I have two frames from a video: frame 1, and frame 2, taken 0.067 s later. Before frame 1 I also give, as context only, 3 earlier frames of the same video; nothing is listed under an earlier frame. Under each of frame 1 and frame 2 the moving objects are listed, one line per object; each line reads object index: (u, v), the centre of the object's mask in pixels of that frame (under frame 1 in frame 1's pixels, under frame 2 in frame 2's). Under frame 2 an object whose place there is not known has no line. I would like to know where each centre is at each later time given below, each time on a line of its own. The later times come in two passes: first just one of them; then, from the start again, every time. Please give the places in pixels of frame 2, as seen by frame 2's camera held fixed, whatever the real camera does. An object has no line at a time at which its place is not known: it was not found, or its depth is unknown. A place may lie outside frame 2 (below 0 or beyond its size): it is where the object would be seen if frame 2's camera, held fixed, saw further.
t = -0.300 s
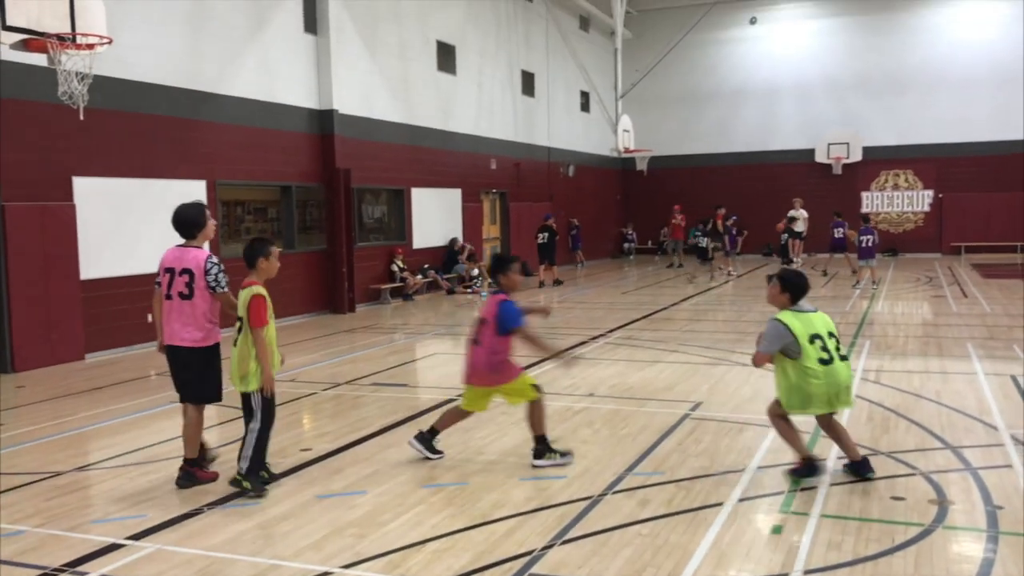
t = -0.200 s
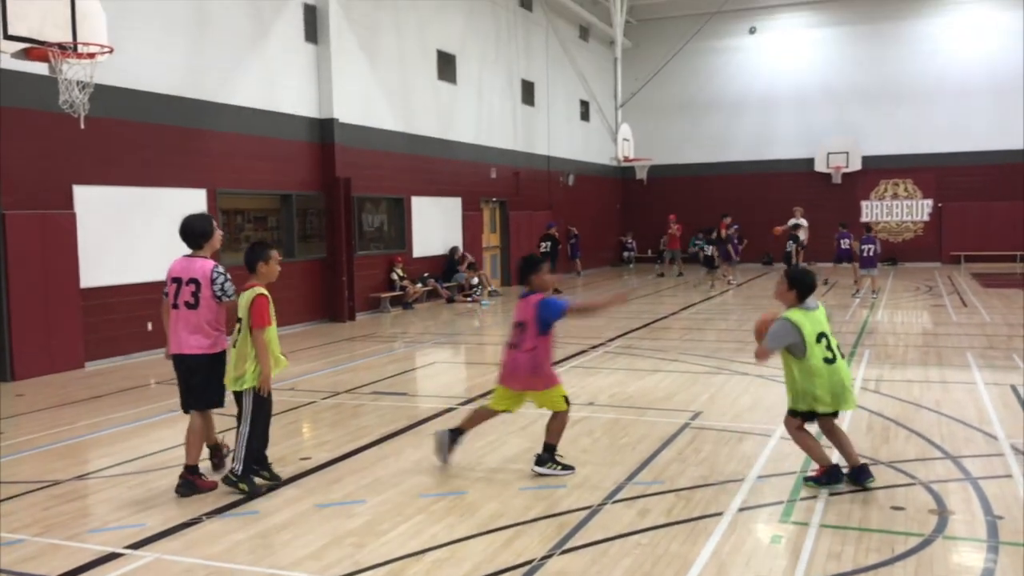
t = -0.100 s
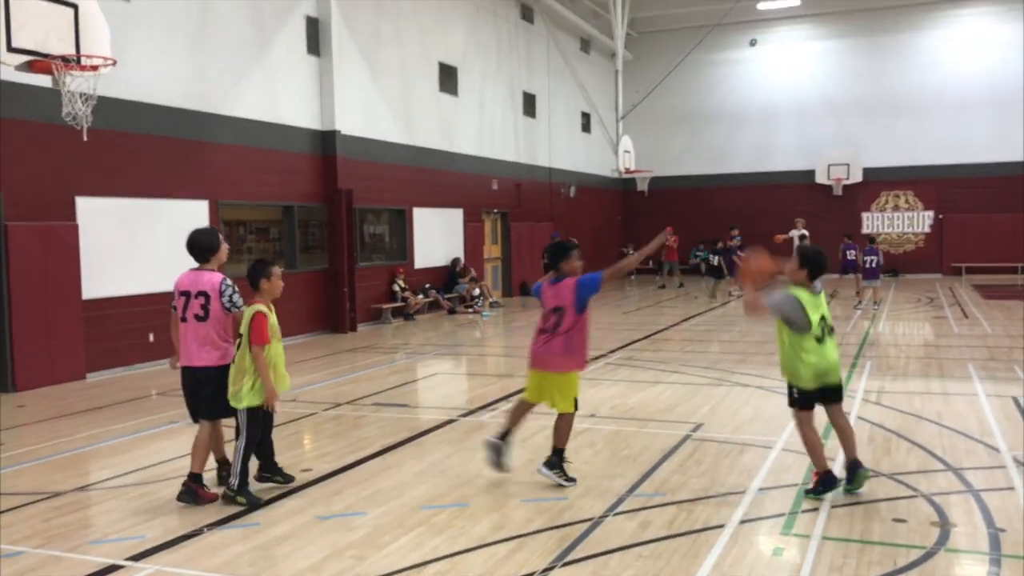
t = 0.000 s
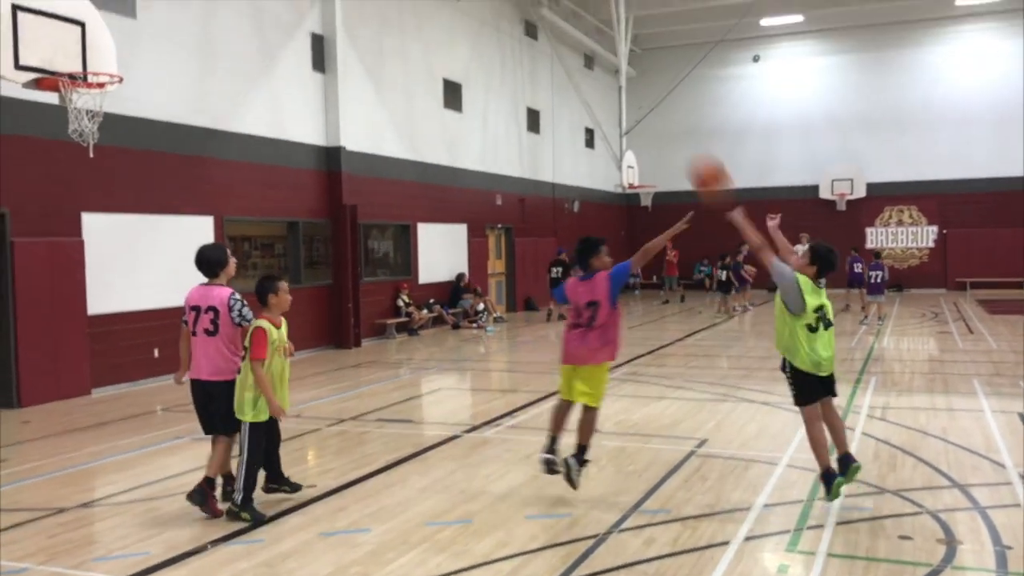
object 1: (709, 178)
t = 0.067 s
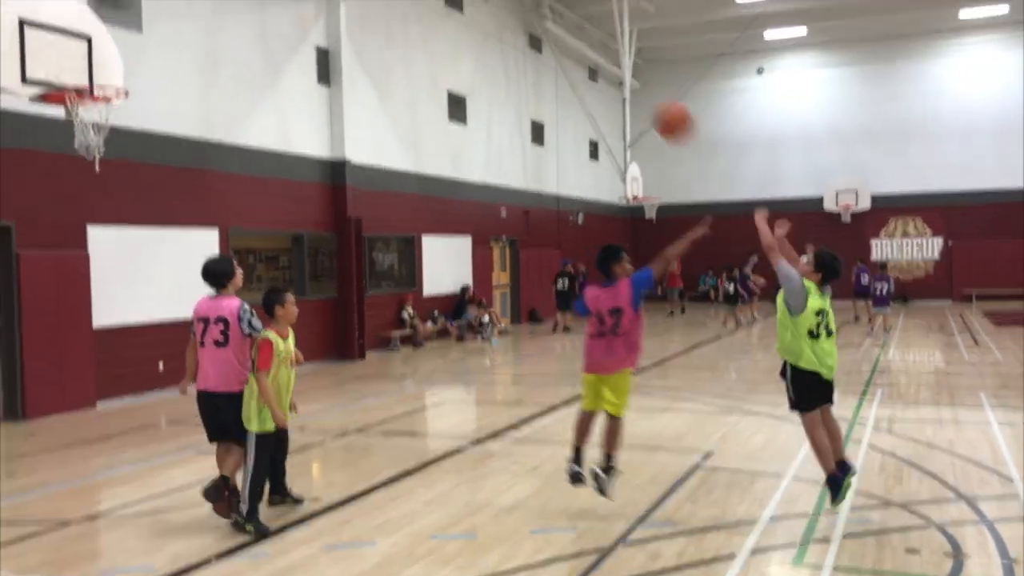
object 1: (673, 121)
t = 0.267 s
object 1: (559, -35)
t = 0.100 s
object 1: (654, 89)
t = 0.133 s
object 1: (636, 63)
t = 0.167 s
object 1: (615, 35)
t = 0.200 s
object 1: (597, 10)
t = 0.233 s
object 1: (578, -14)
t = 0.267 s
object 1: (559, -35)
